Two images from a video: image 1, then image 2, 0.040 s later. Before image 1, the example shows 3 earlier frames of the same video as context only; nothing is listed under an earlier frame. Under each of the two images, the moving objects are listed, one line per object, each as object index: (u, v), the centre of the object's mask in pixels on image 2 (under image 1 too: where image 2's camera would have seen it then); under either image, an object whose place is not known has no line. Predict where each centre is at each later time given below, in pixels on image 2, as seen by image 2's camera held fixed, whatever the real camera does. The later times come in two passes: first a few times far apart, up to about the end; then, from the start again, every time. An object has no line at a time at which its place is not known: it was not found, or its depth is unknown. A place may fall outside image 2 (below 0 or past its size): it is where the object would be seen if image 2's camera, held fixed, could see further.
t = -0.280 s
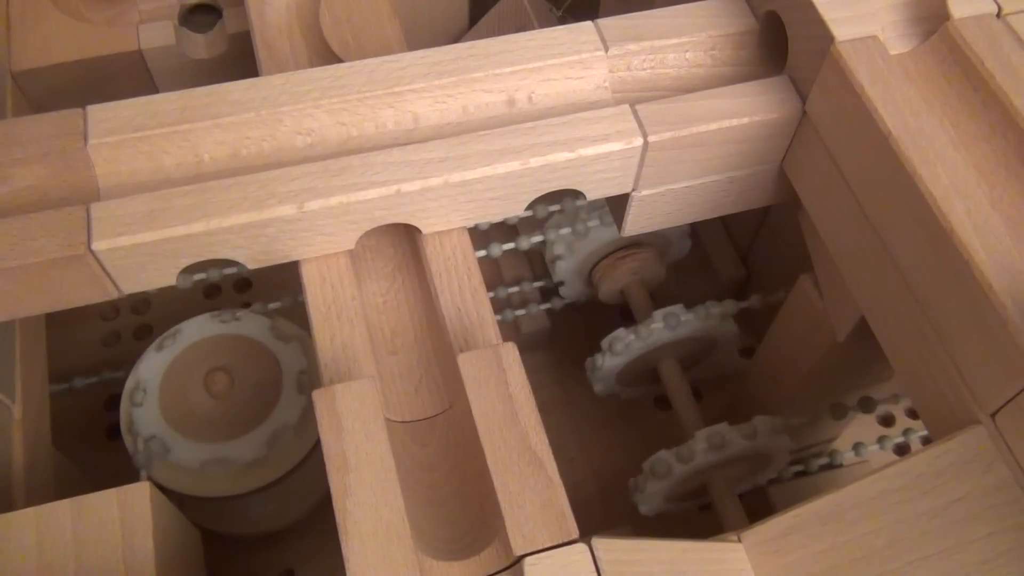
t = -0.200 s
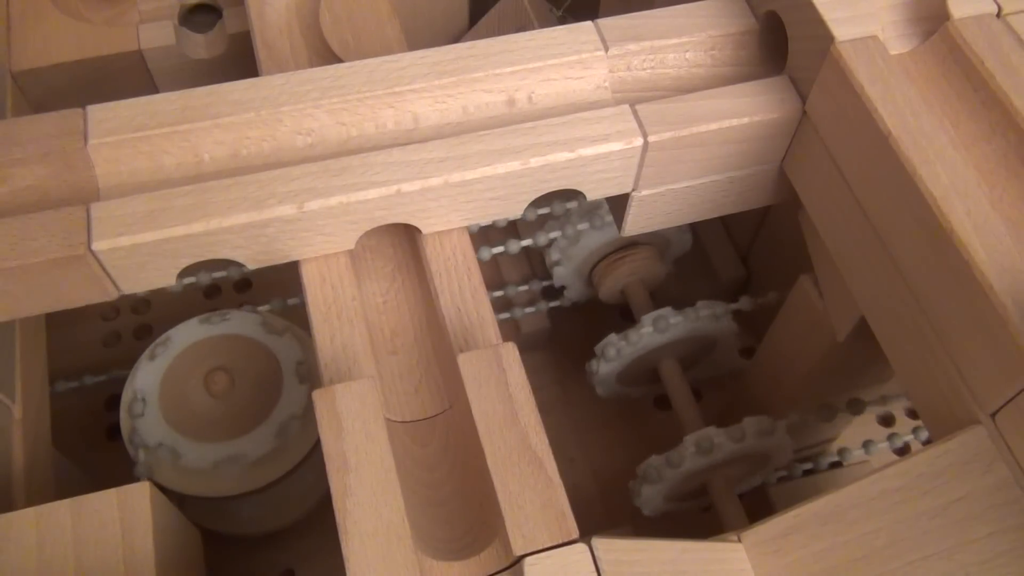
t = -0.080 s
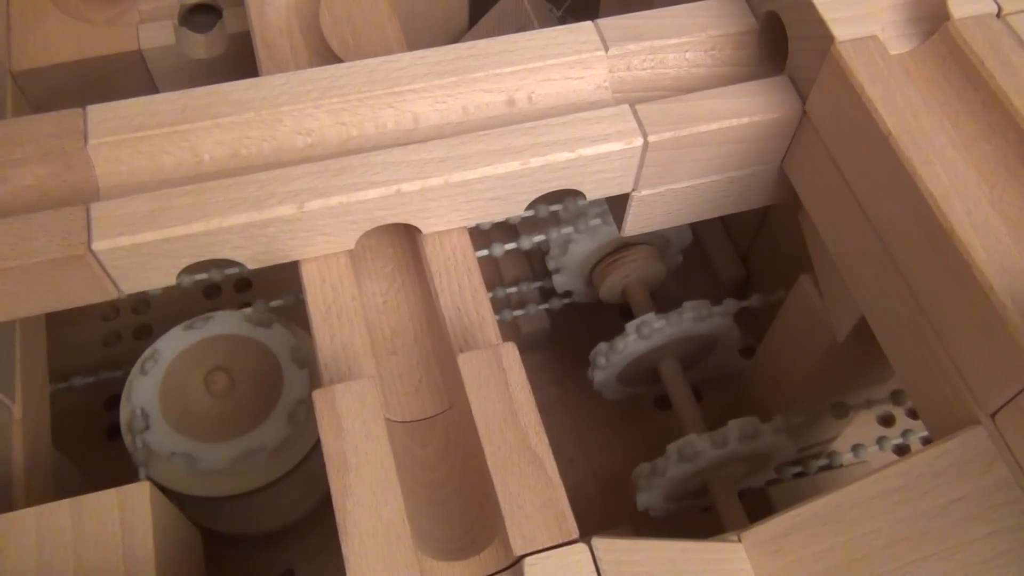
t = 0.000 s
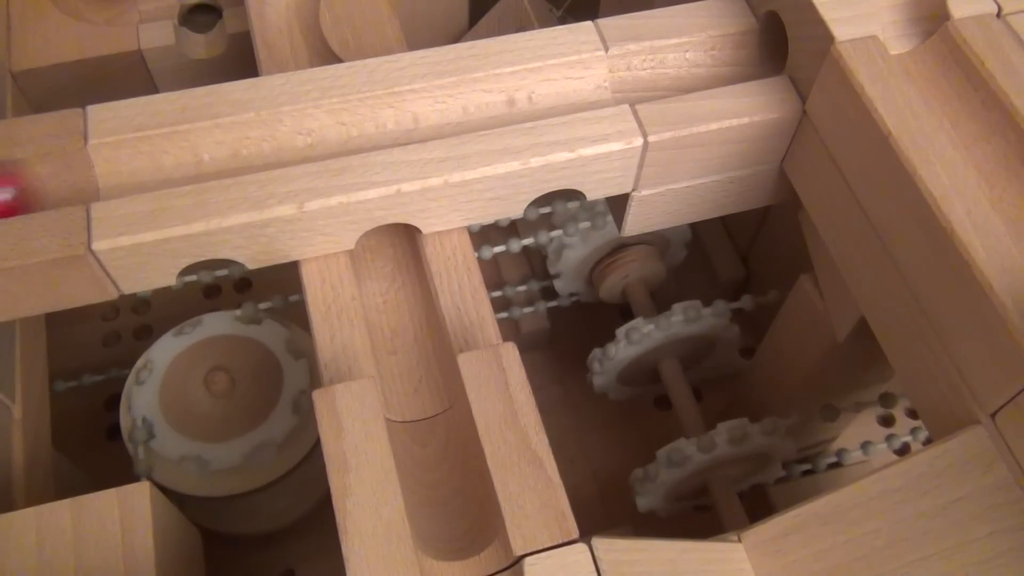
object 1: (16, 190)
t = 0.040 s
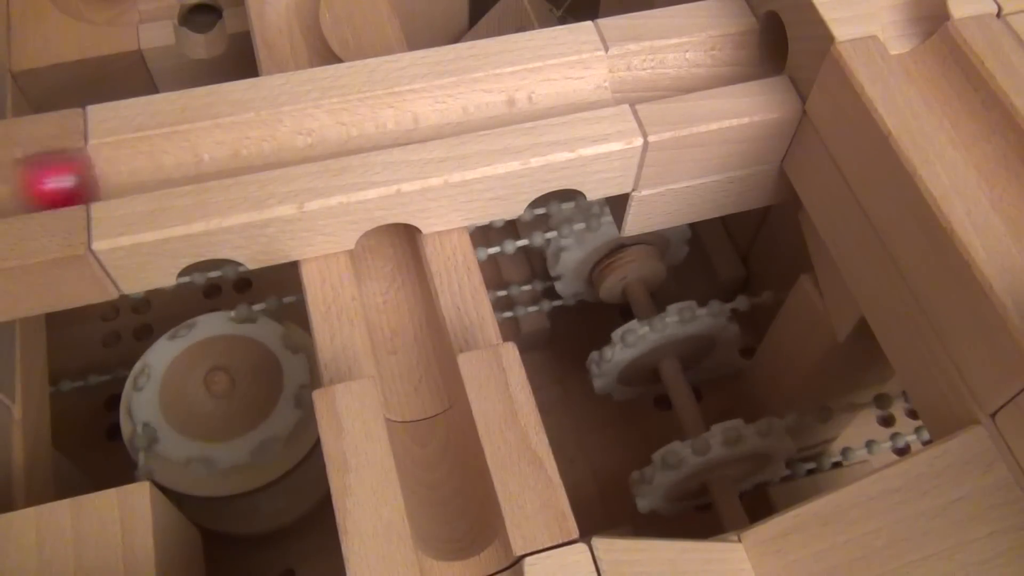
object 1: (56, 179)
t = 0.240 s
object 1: (343, 129)
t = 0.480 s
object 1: (635, 76)
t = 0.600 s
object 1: (762, 47)
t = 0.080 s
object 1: (117, 170)
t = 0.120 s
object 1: (173, 158)
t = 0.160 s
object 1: (231, 150)
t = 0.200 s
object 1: (289, 137)
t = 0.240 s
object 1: (343, 129)
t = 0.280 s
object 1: (392, 120)
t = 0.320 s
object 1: (444, 110)
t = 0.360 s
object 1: (494, 102)
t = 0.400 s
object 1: (541, 92)
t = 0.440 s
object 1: (590, 84)
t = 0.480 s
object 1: (635, 76)
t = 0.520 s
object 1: (679, 68)
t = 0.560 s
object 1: (725, 60)
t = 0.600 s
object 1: (762, 47)
